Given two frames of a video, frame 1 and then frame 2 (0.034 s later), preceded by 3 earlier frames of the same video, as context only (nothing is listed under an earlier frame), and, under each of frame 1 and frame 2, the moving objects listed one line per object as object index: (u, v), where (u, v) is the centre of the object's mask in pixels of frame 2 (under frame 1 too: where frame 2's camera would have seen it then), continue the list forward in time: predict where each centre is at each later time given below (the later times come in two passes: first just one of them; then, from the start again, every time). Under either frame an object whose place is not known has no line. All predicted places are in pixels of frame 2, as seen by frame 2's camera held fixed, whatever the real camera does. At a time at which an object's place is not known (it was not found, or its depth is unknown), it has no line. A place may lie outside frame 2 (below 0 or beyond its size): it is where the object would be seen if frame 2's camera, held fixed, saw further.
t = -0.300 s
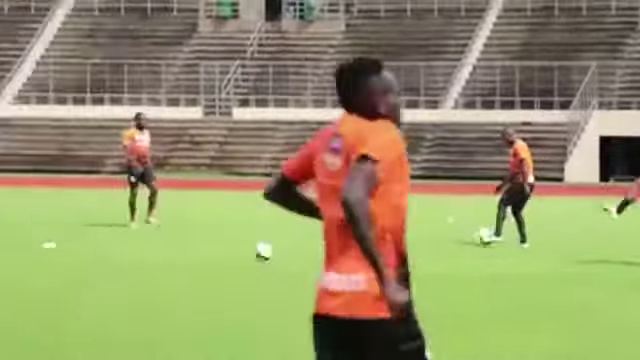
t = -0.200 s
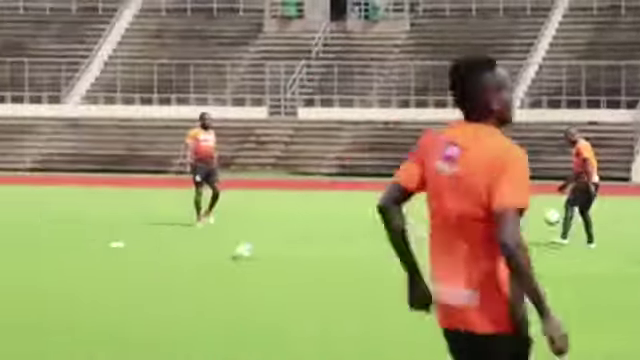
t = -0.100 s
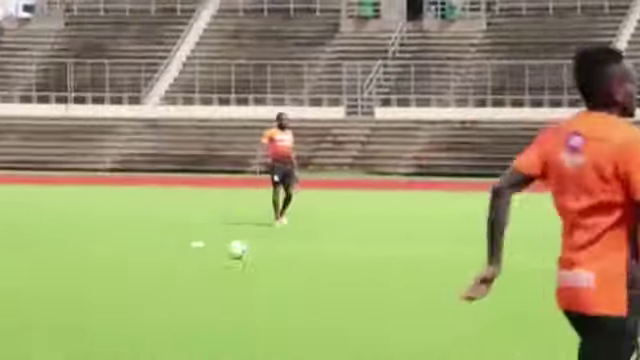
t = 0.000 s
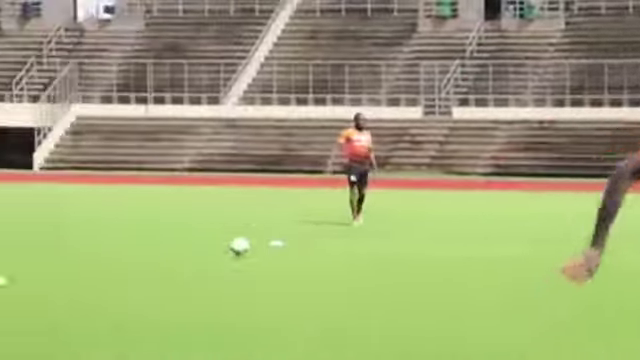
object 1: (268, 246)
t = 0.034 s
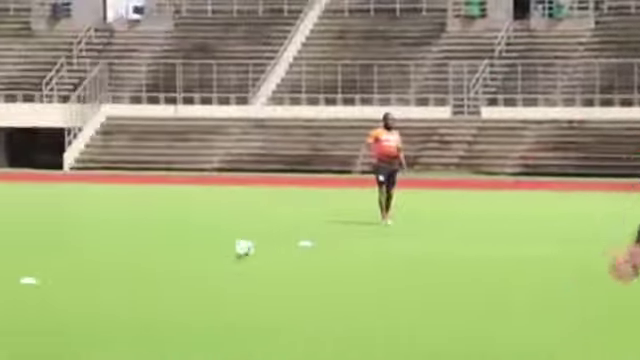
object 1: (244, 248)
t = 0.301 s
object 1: (66, 249)
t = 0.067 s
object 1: (220, 248)
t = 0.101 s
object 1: (197, 248)
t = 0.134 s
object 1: (174, 247)
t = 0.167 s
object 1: (149, 248)
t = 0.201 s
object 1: (128, 248)
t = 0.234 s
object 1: (106, 247)
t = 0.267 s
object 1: (86, 248)
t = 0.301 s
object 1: (66, 249)
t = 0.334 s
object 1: (42, 248)
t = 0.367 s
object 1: (21, 249)
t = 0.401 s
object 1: (1, 250)
